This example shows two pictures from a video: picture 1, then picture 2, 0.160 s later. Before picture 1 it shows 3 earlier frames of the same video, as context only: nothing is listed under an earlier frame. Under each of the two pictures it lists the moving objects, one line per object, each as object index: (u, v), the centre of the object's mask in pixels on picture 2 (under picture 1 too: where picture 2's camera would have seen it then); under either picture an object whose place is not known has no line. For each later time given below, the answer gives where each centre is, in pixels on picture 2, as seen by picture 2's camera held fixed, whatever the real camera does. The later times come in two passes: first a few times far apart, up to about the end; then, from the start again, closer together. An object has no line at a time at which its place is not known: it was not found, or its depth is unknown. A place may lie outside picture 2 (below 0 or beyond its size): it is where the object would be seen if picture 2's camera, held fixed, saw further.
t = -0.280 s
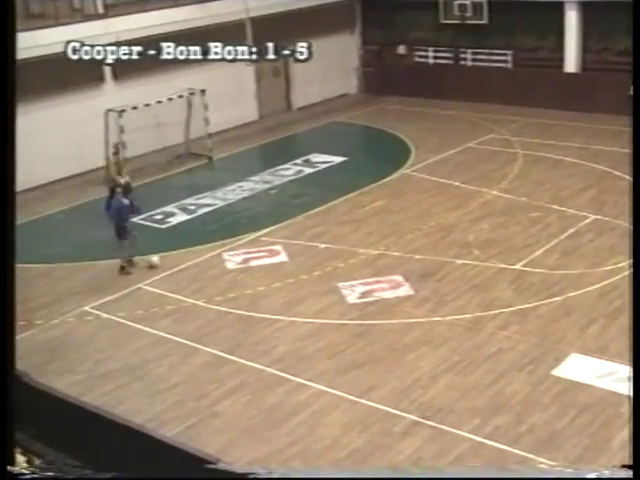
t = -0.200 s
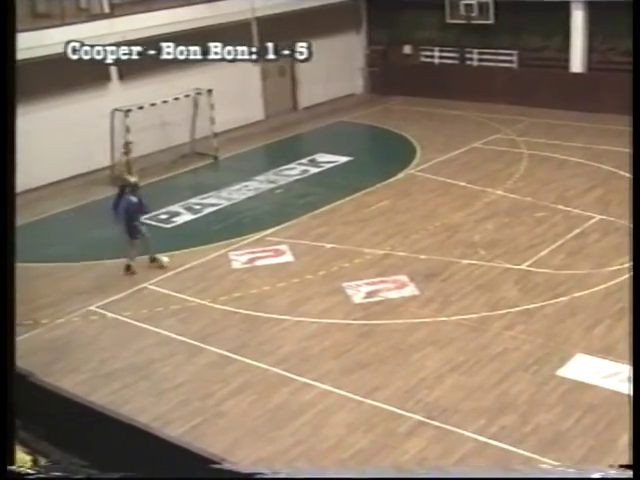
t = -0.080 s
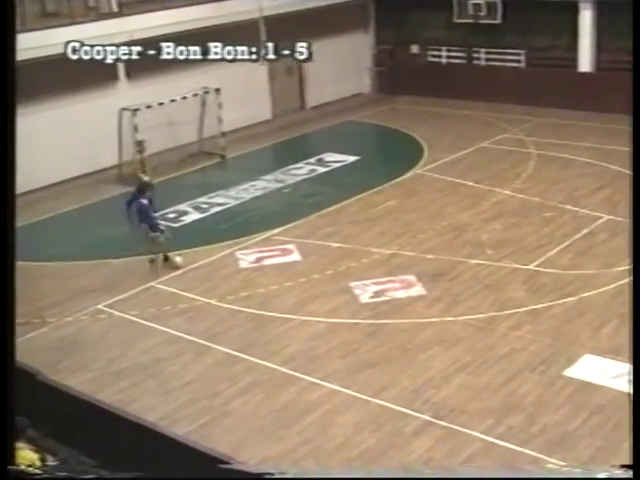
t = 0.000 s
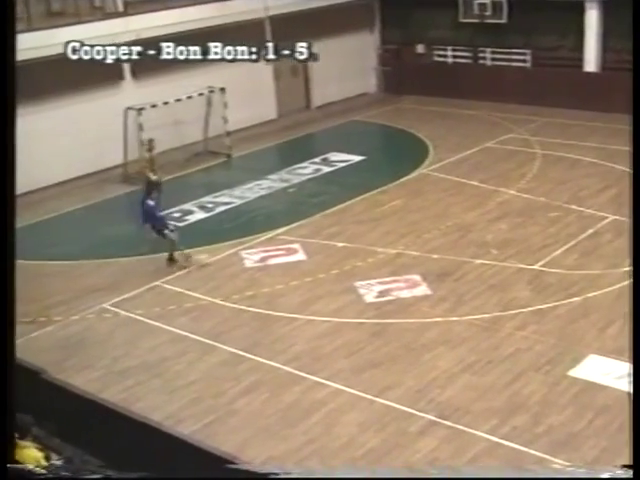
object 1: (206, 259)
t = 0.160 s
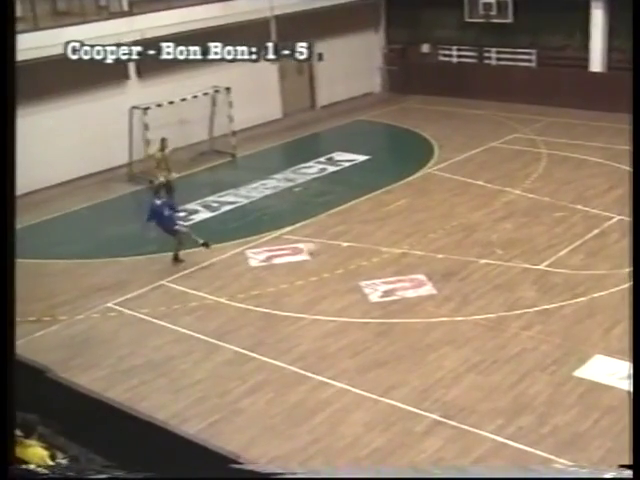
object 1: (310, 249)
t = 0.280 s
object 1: (378, 242)
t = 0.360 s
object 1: (420, 237)
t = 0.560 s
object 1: (514, 228)
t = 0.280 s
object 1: (378, 242)
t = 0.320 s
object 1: (399, 240)
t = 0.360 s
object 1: (420, 237)
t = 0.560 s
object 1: (514, 228)
